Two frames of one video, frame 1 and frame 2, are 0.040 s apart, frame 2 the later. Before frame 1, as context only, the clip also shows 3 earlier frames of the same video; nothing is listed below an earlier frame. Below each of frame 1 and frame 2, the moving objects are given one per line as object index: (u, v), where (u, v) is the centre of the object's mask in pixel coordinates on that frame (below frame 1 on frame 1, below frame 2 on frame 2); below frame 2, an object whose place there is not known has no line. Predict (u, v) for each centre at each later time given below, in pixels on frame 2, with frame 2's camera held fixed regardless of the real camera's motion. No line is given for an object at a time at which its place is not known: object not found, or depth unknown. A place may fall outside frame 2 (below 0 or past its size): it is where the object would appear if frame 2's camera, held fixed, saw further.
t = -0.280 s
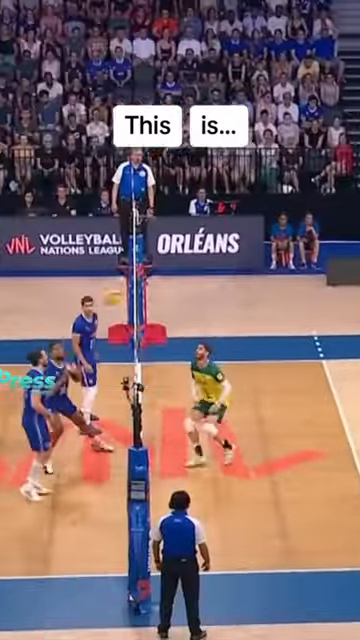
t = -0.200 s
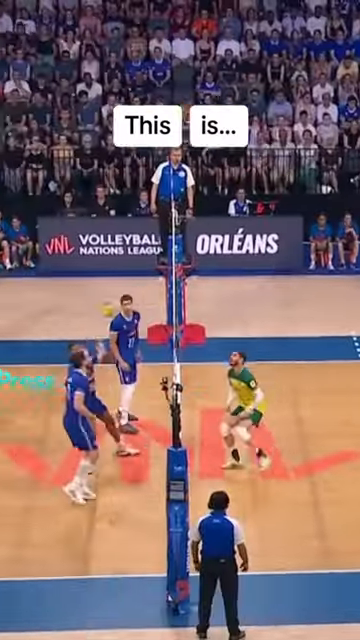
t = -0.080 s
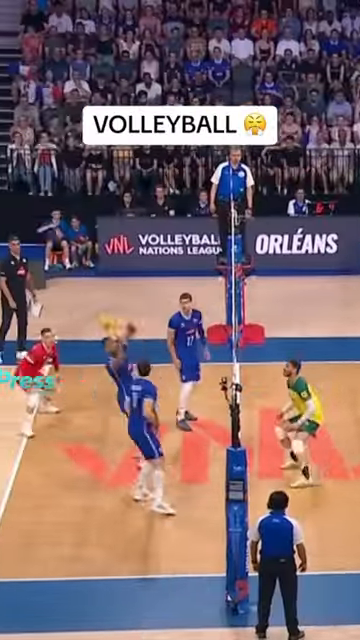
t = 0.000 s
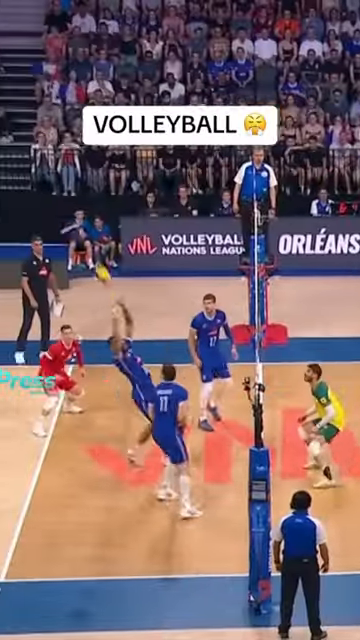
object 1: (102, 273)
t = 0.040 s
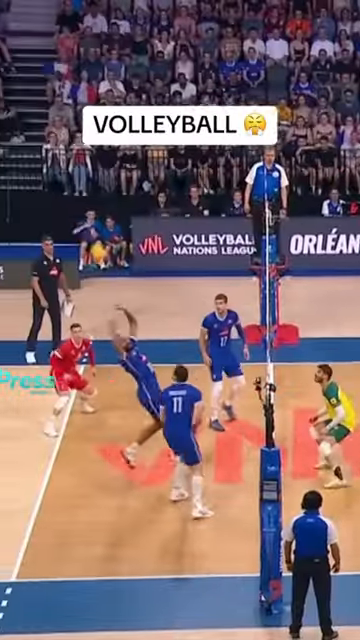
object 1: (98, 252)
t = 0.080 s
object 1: (83, 233)
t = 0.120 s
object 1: (69, 213)
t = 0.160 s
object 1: (54, 194)
